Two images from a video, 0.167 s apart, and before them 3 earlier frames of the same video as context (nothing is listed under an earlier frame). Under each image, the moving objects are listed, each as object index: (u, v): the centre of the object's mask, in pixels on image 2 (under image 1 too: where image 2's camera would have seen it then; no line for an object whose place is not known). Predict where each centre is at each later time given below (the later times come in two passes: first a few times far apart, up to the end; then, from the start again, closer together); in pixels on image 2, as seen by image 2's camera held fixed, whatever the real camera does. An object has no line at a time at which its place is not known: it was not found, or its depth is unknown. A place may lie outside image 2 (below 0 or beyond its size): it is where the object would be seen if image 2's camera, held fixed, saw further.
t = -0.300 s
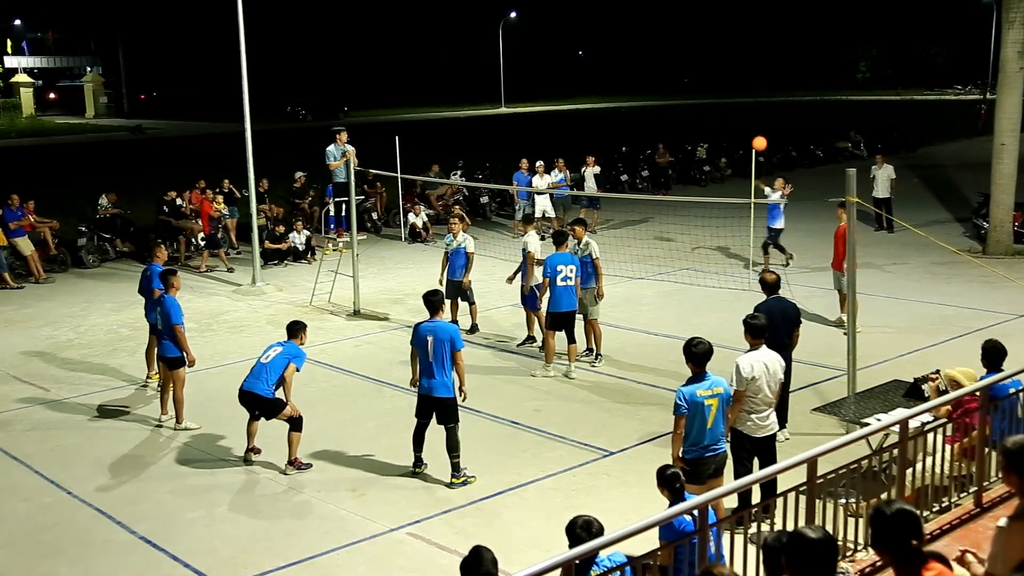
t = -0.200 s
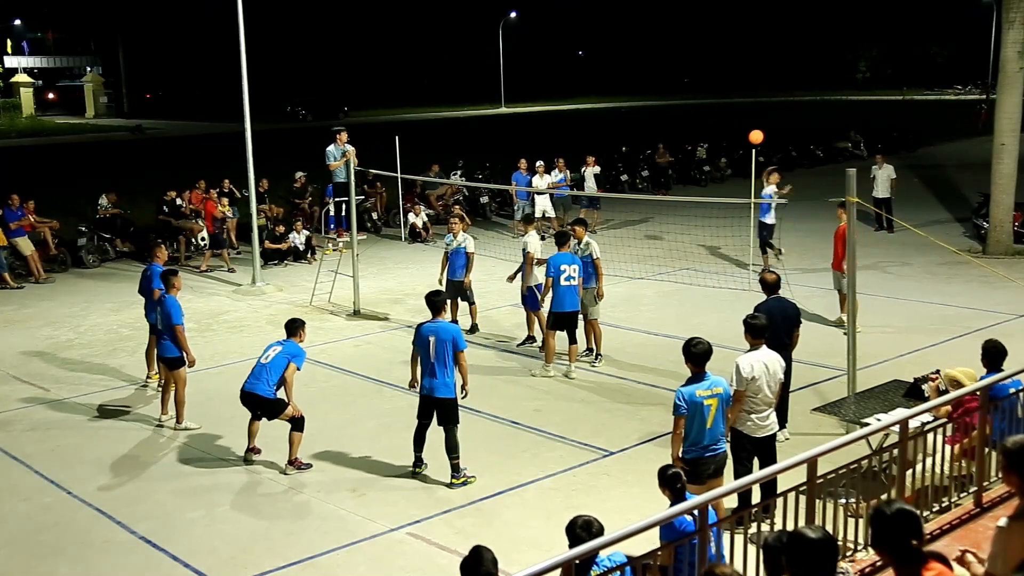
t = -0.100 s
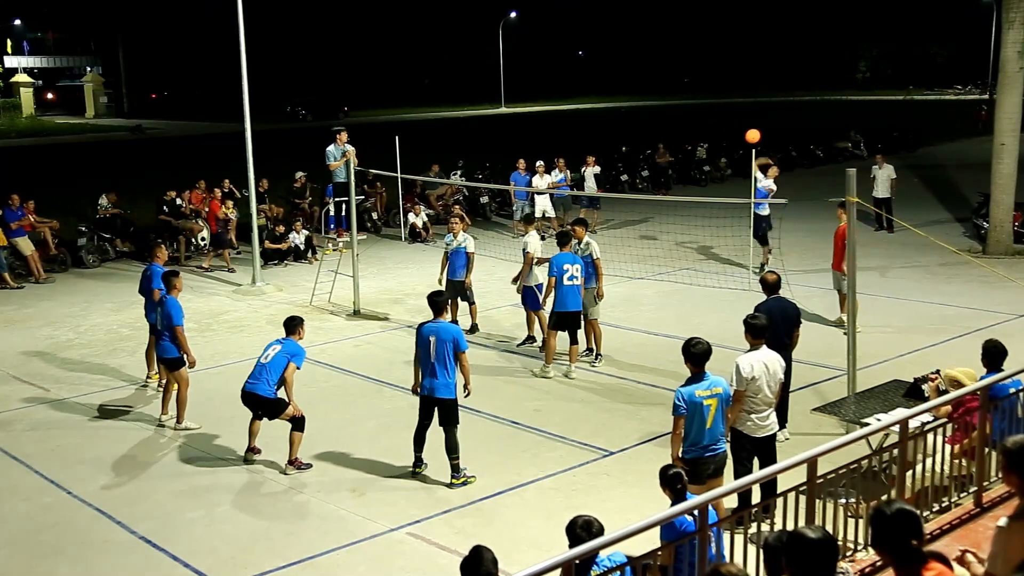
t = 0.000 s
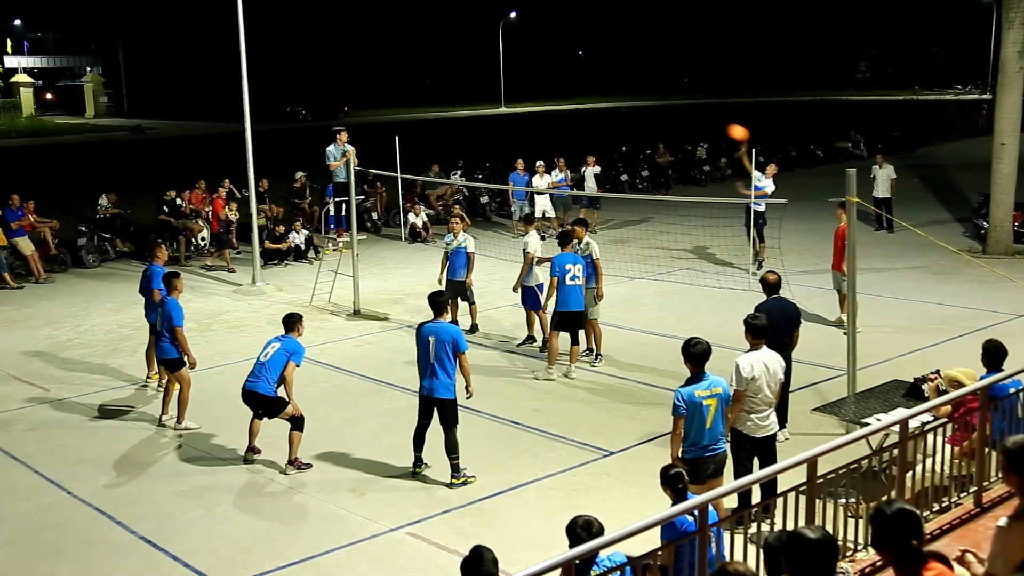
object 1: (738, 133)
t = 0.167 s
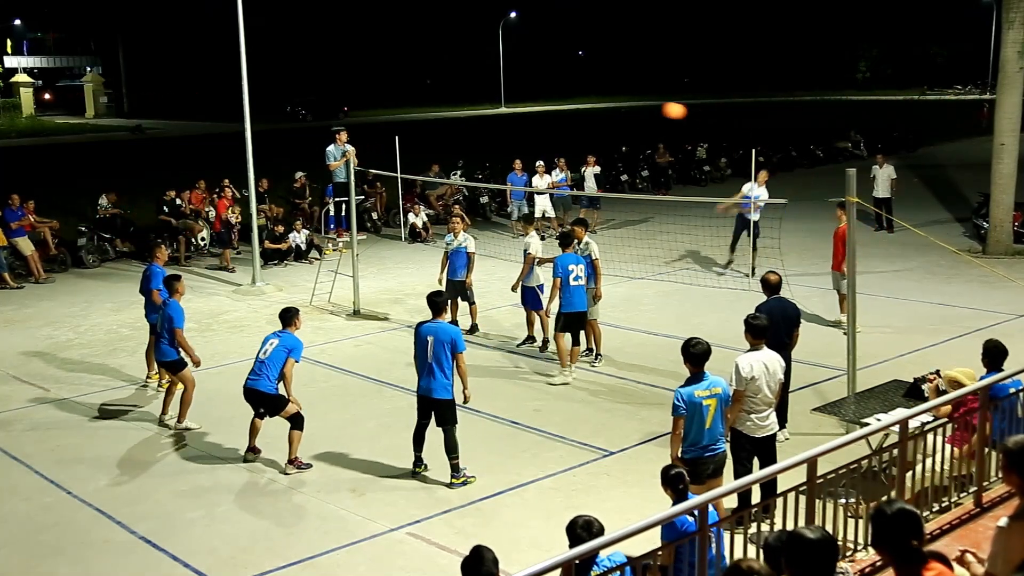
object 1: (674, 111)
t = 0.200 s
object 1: (661, 109)
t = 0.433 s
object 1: (567, 122)
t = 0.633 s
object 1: (483, 179)
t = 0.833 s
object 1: (391, 282)
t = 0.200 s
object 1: (661, 109)
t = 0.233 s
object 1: (648, 107)
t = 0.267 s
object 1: (635, 106)
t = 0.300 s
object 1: (622, 107)
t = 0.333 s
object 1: (609, 109)
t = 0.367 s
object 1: (594, 113)
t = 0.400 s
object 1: (581, 116)
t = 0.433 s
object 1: (567, 122)
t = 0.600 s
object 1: (497, 166)
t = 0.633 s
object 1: (483, 179)
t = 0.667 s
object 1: (470, 192)
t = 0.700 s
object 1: (455, 207)
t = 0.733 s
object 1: (440, 224)
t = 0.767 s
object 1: (425, 241)
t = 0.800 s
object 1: (408, 261)
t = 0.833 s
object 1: (391, 282)
